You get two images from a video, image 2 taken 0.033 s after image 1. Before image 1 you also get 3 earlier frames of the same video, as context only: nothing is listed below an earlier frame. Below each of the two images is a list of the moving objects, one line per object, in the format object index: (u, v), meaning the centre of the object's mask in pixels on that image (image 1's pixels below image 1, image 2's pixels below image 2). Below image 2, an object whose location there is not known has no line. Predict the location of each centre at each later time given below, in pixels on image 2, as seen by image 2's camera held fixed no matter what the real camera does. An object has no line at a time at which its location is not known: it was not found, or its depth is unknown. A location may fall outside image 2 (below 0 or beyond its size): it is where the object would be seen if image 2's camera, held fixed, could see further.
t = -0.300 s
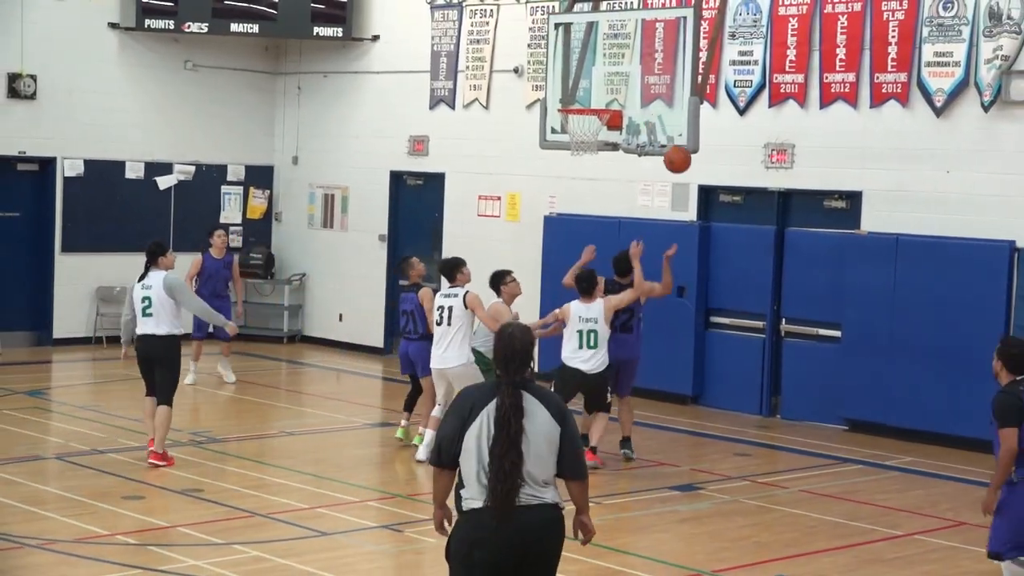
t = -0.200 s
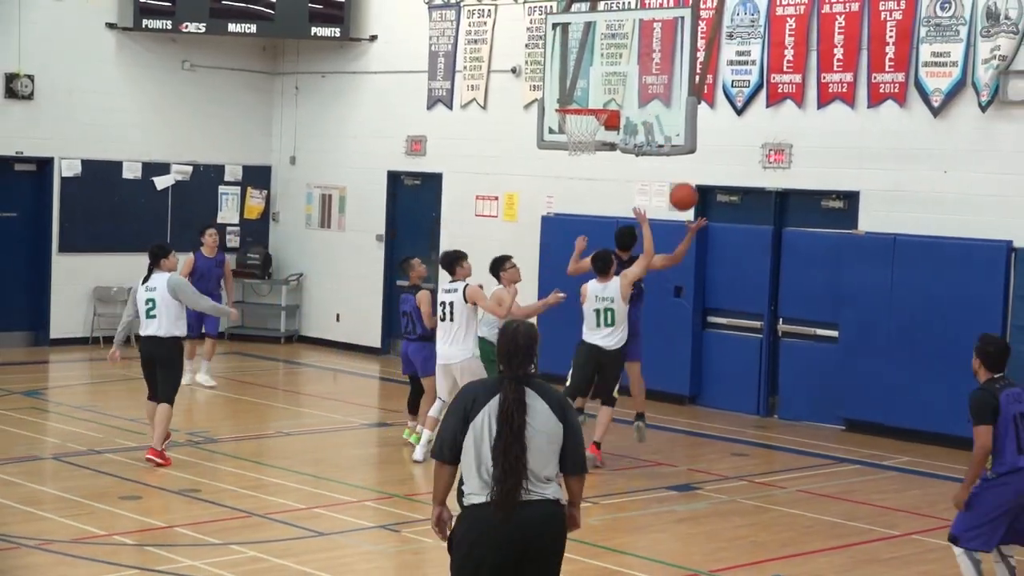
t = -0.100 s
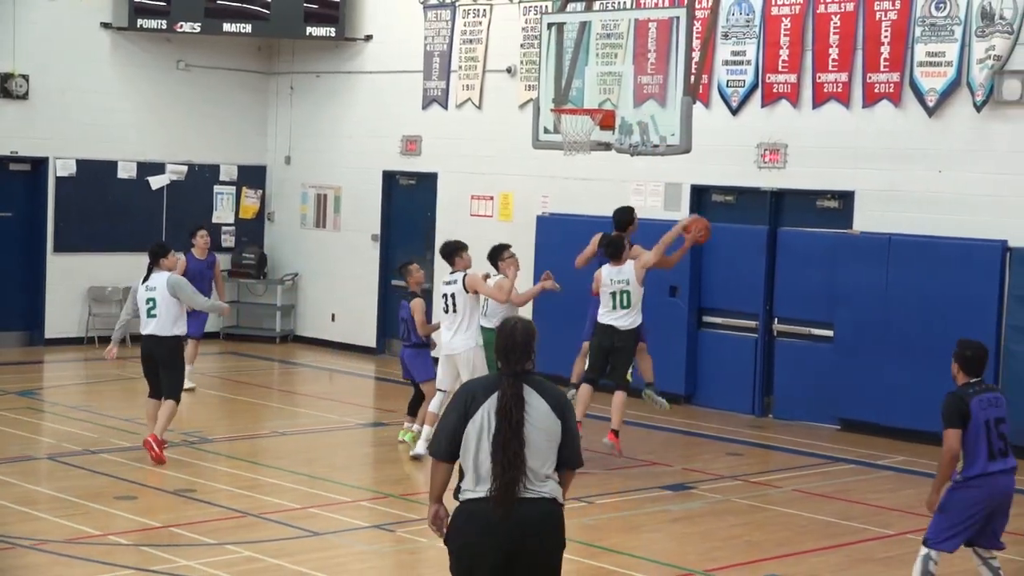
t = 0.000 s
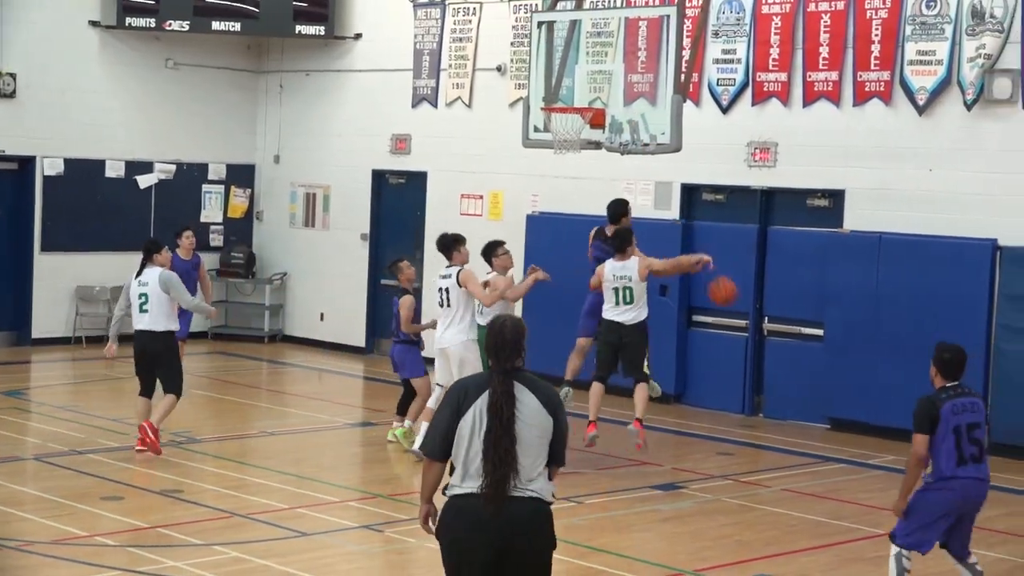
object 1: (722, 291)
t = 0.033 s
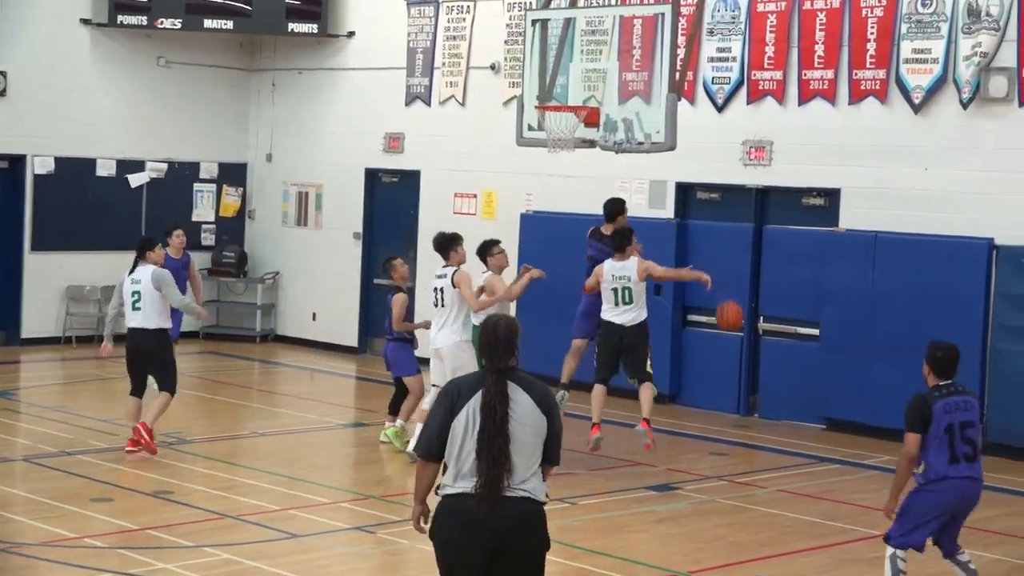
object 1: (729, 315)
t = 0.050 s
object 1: (735, 329)
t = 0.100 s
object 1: (750, 371)
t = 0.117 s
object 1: (755, 385)
